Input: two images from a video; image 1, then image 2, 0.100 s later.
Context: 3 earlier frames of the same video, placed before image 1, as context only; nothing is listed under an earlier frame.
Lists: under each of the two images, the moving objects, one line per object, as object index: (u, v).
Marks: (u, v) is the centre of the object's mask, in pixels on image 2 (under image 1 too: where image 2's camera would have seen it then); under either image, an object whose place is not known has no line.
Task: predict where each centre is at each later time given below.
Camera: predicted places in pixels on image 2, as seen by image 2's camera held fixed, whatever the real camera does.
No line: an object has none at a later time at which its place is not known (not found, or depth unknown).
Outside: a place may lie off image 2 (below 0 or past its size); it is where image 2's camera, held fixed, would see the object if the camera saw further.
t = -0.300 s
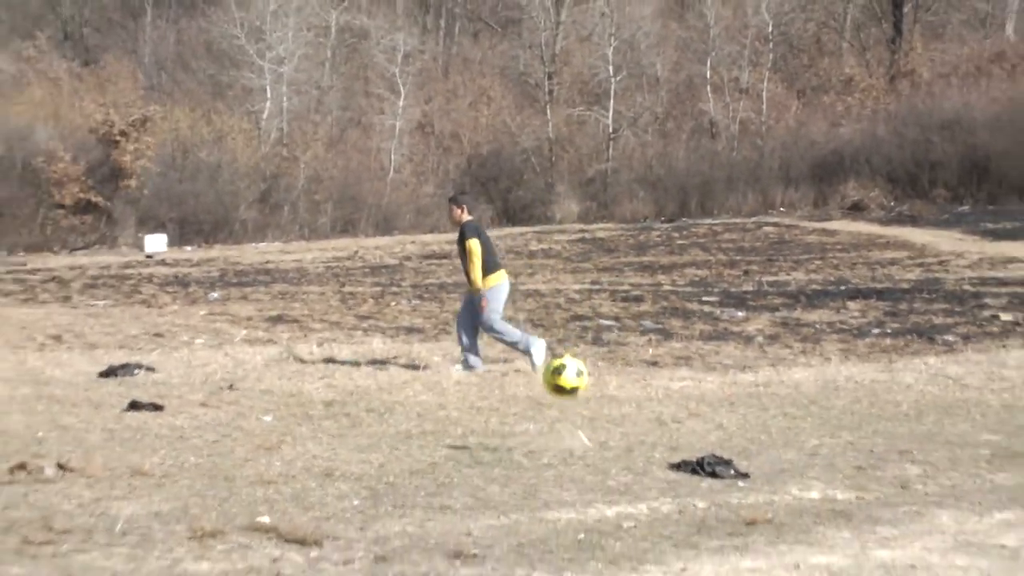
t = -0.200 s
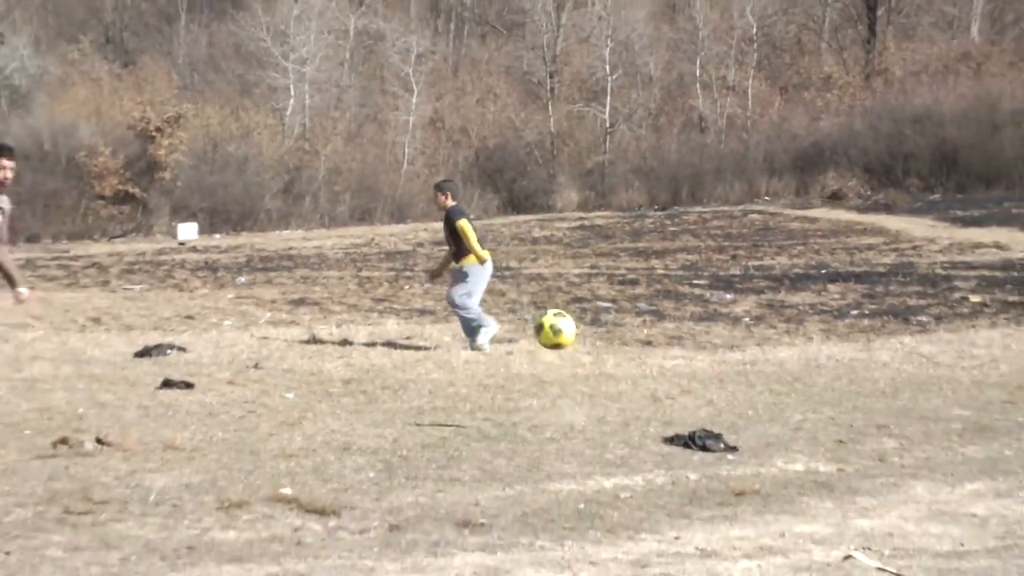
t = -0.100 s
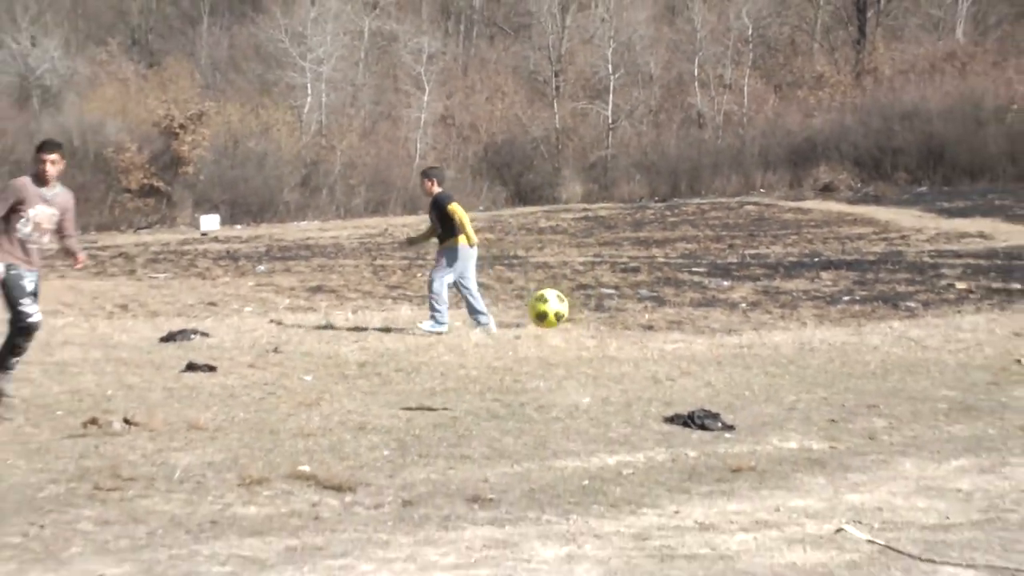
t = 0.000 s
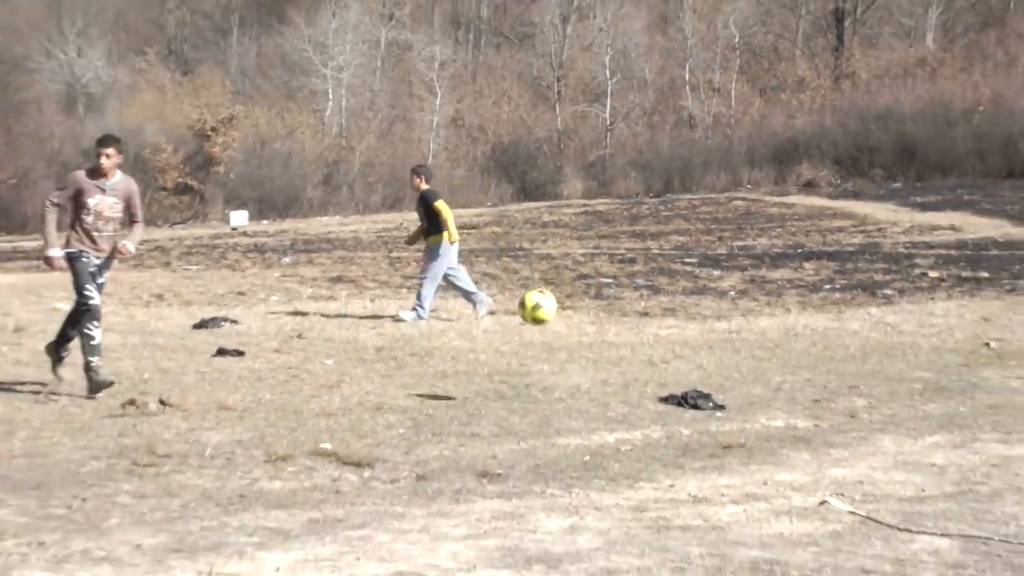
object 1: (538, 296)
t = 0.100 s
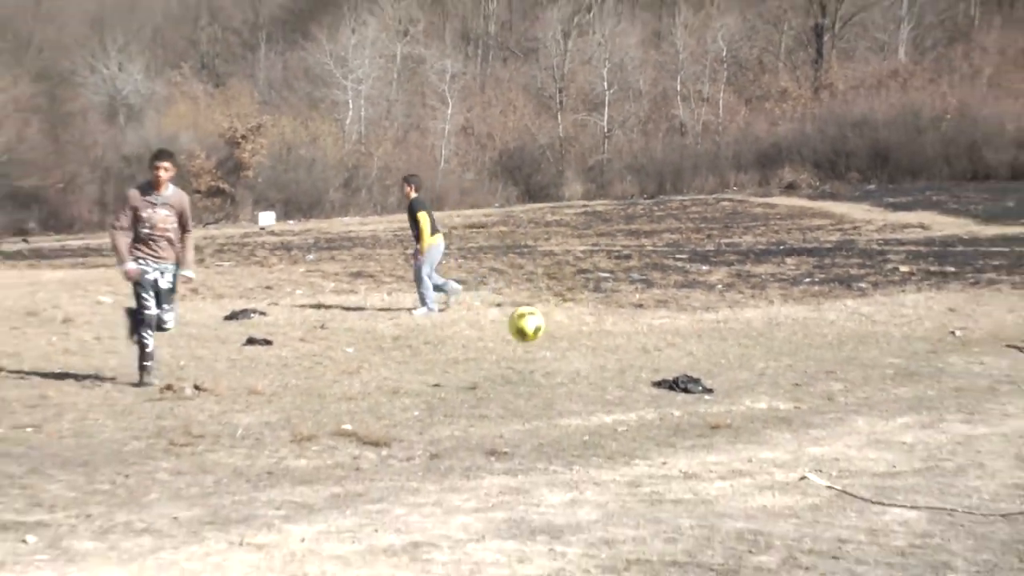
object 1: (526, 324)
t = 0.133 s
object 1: (522, 334)
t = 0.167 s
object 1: (516, 351)
